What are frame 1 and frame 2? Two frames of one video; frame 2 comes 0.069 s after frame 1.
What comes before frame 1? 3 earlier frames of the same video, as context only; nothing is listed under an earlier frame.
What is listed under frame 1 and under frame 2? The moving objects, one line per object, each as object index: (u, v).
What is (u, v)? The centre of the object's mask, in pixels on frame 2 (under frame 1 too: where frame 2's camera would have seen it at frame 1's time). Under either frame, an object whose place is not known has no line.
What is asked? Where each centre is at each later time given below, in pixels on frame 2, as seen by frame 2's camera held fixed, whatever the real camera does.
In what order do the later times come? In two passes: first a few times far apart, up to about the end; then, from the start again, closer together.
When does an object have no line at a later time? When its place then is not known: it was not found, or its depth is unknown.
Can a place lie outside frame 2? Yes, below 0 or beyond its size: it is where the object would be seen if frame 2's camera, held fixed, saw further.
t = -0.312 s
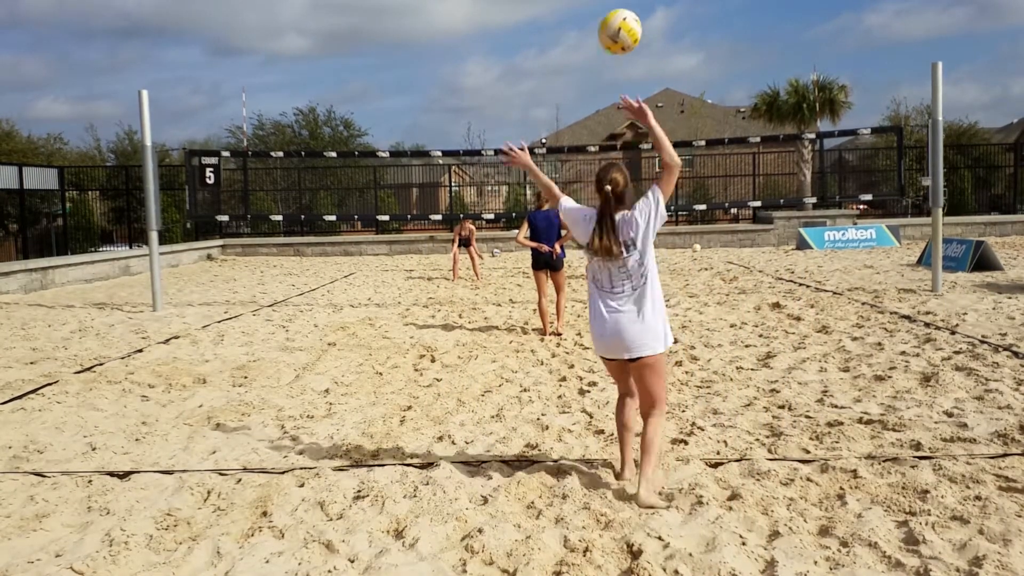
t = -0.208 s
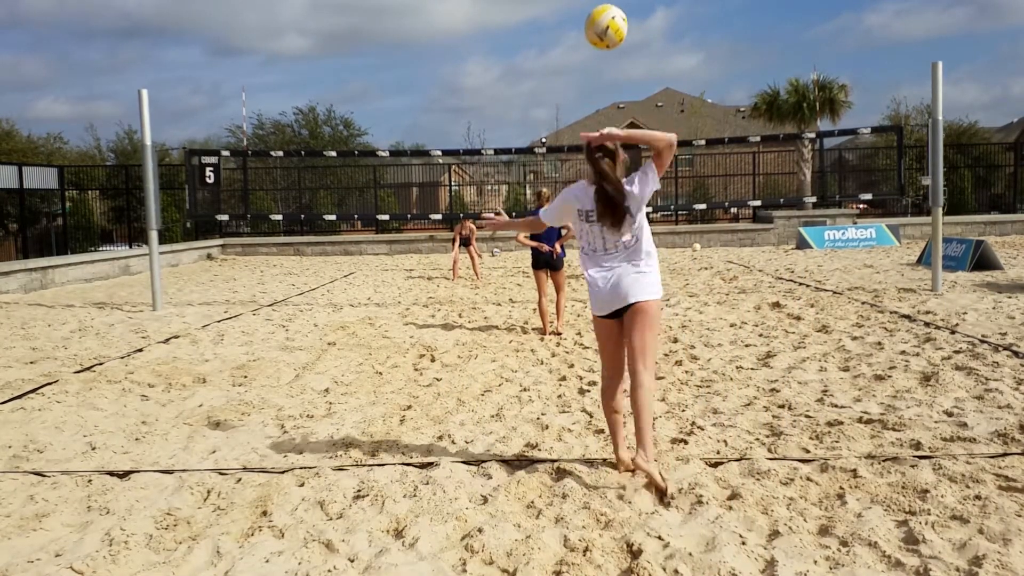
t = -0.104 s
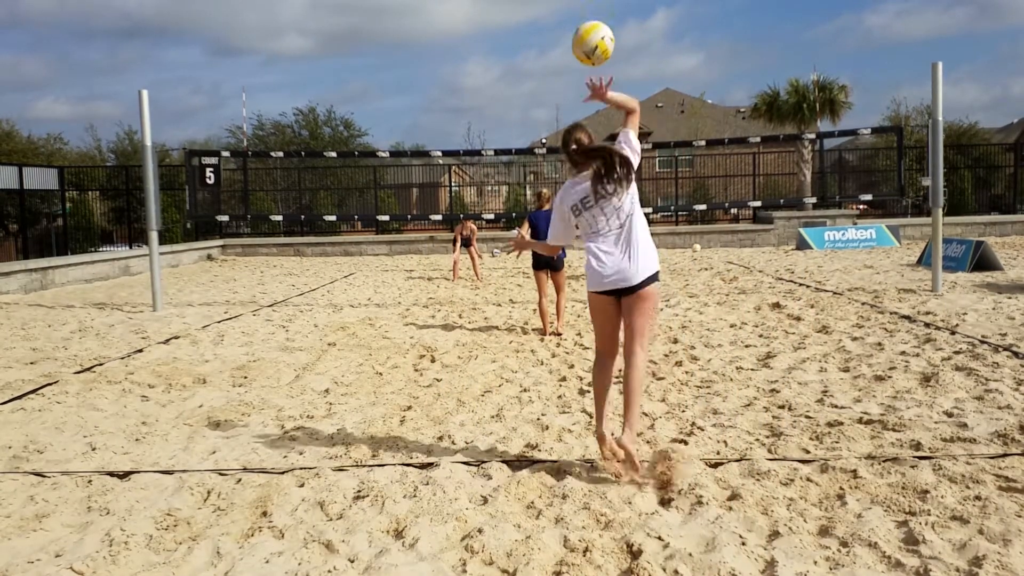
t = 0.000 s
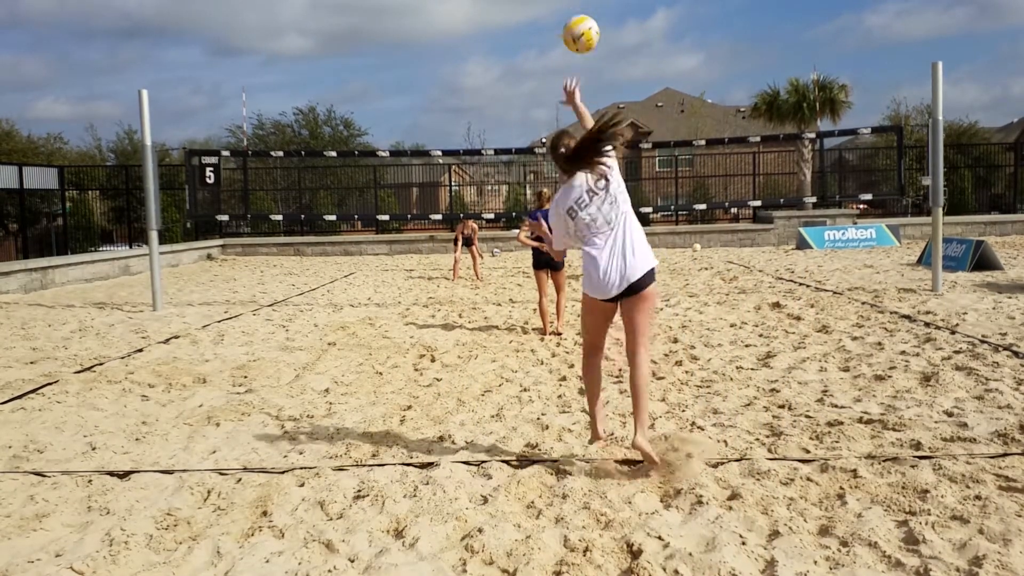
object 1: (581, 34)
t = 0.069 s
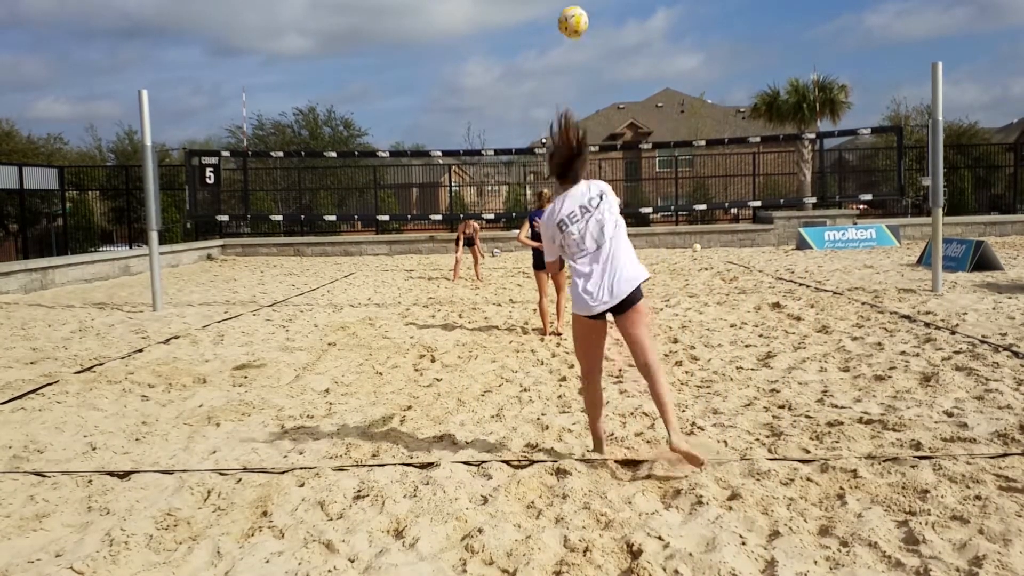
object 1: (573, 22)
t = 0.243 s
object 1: (565, 29)
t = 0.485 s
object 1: (562, 69)
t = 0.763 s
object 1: (564, 138)
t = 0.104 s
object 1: (571, 21)
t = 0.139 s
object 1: (569, 22)
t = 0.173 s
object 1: (567, 23)
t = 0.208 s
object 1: (566, 26)
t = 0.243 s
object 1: (565, 29)
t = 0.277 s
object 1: (564, 33)
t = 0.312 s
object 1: (563, 38)
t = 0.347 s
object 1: (563, 43)
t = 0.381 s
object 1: (562, 49)
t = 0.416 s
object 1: (562, 55)
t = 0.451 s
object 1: (562, 62)
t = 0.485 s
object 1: (562, 69)
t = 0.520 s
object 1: (562, 76)
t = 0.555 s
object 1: (563, 84)
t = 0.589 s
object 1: (563, 93)
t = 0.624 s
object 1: (563, 101)
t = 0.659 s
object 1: (563, 111)
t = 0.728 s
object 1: (564, 129)
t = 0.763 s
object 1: (564, 138)
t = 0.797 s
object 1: (564, 144)
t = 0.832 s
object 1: (565, 159)
